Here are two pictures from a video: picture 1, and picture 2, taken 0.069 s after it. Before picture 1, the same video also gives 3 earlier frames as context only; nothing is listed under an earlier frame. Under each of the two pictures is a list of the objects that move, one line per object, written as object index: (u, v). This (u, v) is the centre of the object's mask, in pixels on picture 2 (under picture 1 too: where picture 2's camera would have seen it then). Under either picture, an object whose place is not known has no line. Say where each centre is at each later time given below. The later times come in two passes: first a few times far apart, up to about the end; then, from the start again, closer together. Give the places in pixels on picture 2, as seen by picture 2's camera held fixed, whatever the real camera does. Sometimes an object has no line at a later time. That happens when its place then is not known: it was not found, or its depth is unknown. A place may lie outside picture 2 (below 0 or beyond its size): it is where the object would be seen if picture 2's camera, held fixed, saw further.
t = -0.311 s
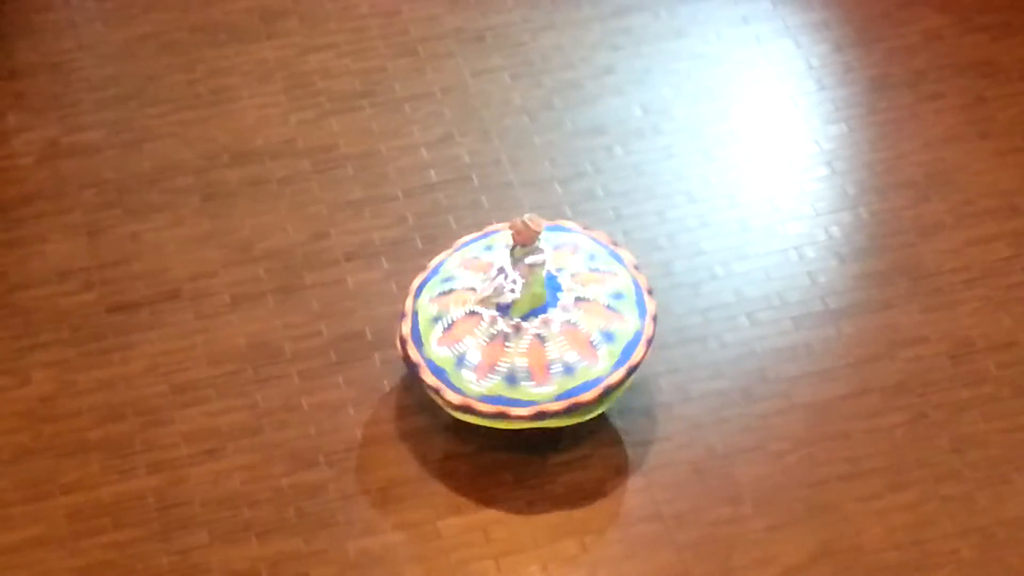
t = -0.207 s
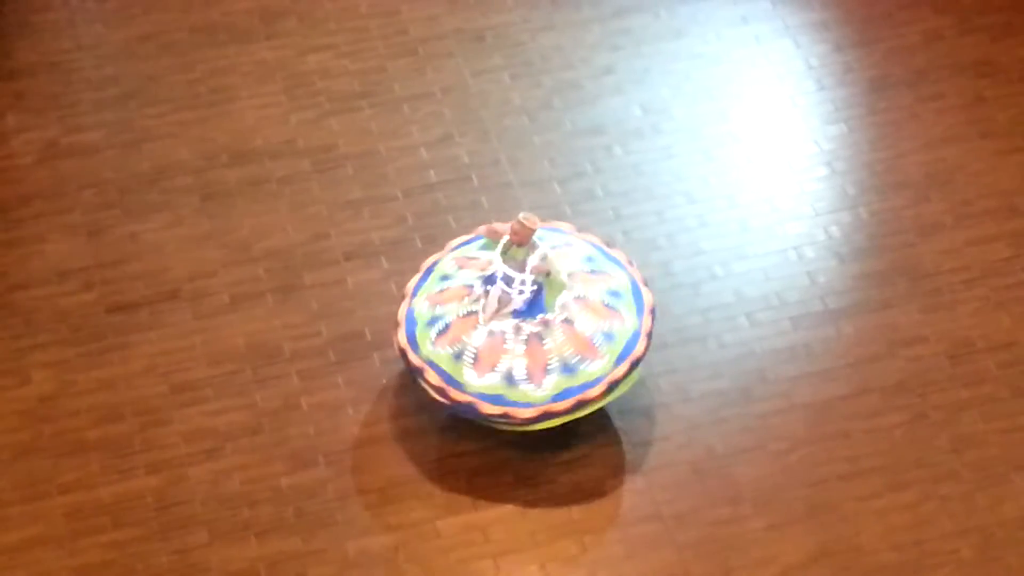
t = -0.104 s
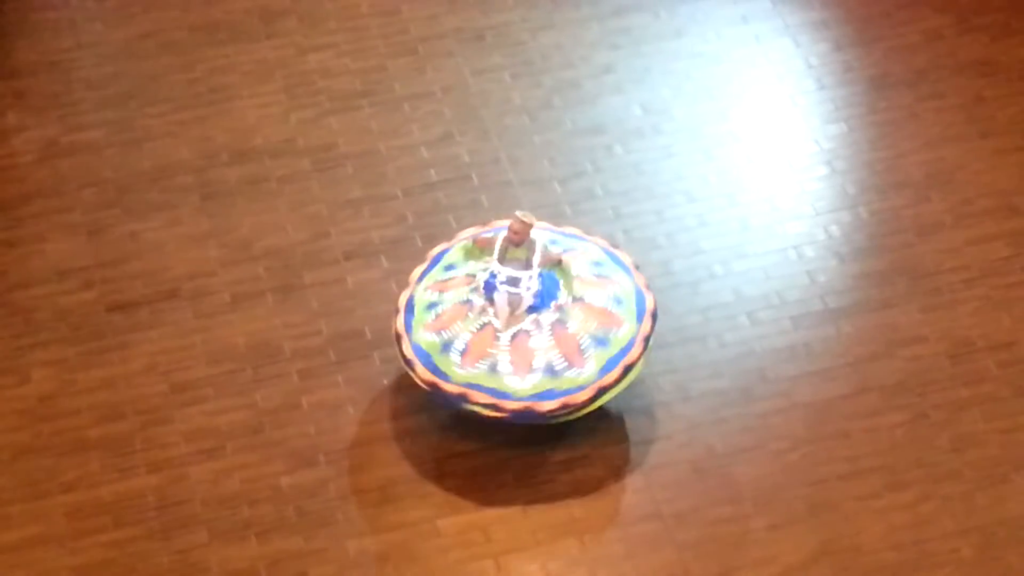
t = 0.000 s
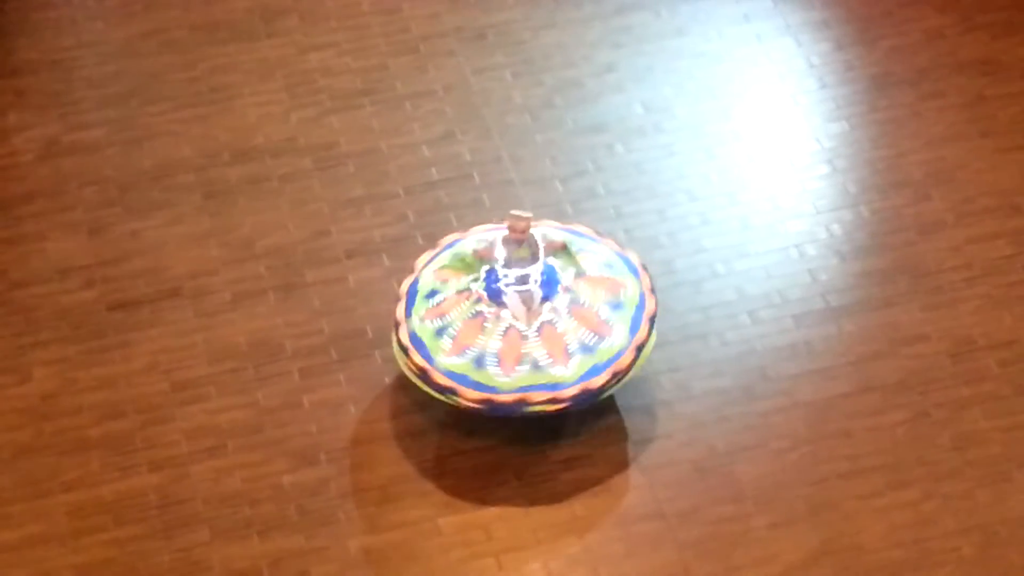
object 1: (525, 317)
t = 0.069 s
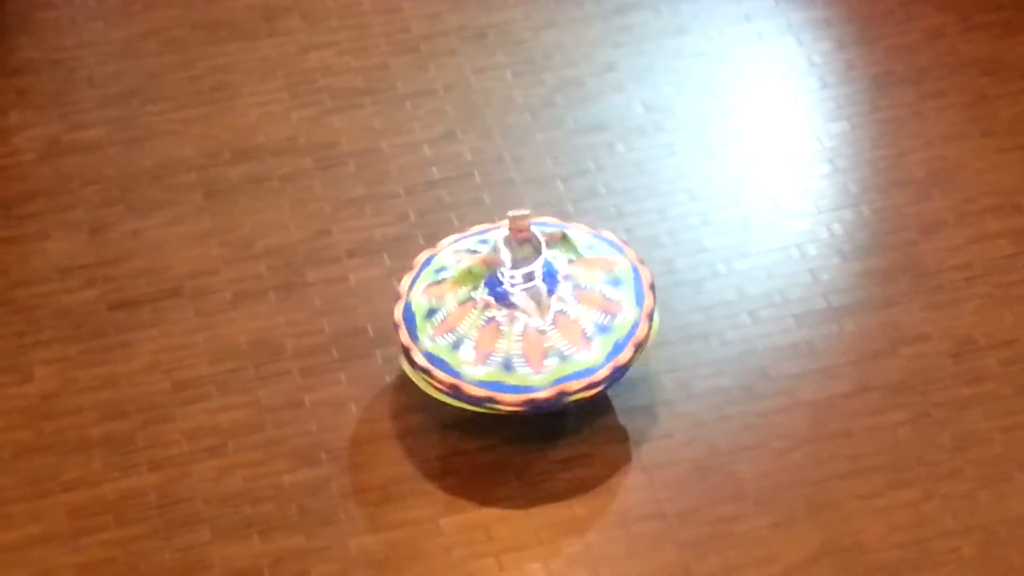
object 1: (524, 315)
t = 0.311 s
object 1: (524, 314)
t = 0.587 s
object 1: (530, 310)
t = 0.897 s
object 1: (534, 315)
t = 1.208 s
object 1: (531, 320)
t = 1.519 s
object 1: (525, 317)
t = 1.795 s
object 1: (527, 313)
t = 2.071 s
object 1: (529, 314)
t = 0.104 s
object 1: (523, 314)
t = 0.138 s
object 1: (524, 314)
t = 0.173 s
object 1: (524, 314)
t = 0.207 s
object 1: (524, 314)
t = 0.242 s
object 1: (523, 314)
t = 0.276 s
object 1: (523, 314)
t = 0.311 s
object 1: (524, 314)
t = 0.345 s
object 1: (525, 314)
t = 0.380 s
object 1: (527, 314)
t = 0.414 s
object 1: (528, 313)
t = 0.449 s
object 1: (528, 312)
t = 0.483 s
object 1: (530, 311)
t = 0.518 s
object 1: (530, 311)
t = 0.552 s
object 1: (530, 310)
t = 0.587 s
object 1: (530, 310)
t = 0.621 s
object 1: (530, 310)
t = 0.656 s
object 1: (530, 311)
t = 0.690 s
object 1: (530, 311)
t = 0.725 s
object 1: (531, 311)
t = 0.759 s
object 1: (532, 312)
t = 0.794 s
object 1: (533, 312)
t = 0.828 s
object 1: (533, 313)
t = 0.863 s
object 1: (533, 314)
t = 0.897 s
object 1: (534, 315)
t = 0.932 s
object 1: (534, 315)
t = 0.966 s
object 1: (534, 317)
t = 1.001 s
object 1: (535, 317)
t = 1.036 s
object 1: (534, 318)
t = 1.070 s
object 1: (533, 320)
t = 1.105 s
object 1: (533, 320)
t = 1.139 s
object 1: (533, 320)
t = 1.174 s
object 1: (532, 320)
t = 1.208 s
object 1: (531, 320)
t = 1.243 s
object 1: (530, 320)
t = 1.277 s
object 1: (529, 320)
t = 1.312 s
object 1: (528, 319)
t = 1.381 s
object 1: (526, 318)
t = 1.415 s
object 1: (526, 318)
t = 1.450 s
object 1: (525, 318)
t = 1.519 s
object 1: (525, 317)
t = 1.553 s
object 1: (524, 317)
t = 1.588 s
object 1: (524, 317)
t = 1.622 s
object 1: (524, 317)
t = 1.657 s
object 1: (524, 316)
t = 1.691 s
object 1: (526, 315)
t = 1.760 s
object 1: (526, 315)
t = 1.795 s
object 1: (527, 313)
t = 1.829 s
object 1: (527, 313)
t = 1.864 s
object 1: (526, 313)
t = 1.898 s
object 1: (526, 313)
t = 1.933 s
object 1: (525, 313)
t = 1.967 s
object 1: (527, 313)
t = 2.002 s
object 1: (527, 313)
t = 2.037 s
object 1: (528, 313)
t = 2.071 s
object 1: (529, 314)
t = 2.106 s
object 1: (531, 315)
